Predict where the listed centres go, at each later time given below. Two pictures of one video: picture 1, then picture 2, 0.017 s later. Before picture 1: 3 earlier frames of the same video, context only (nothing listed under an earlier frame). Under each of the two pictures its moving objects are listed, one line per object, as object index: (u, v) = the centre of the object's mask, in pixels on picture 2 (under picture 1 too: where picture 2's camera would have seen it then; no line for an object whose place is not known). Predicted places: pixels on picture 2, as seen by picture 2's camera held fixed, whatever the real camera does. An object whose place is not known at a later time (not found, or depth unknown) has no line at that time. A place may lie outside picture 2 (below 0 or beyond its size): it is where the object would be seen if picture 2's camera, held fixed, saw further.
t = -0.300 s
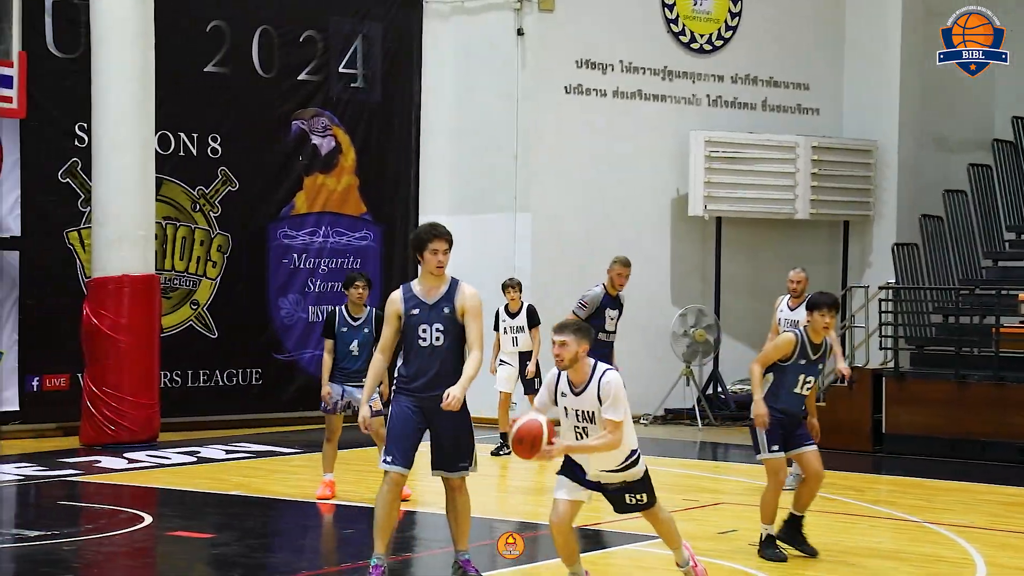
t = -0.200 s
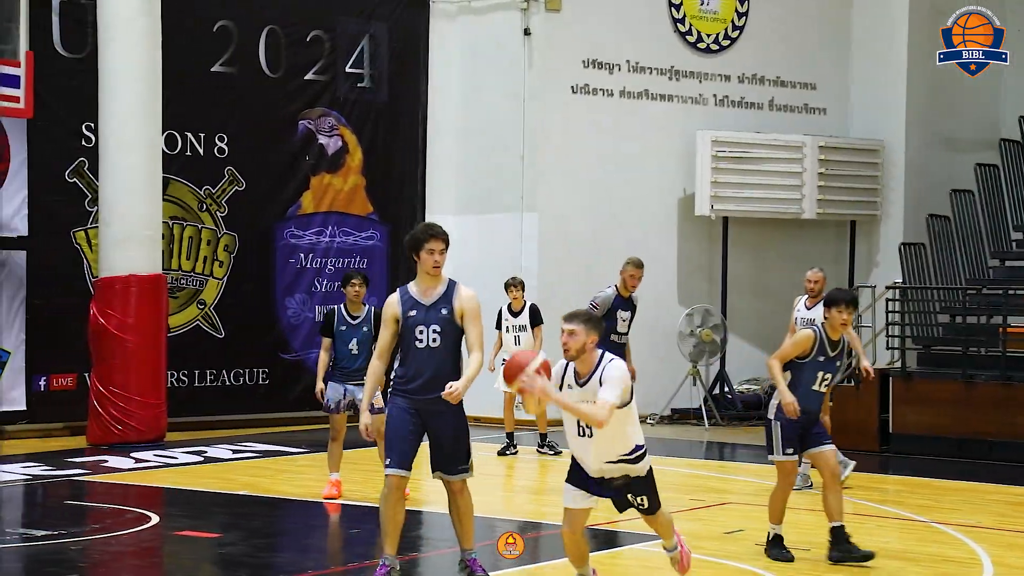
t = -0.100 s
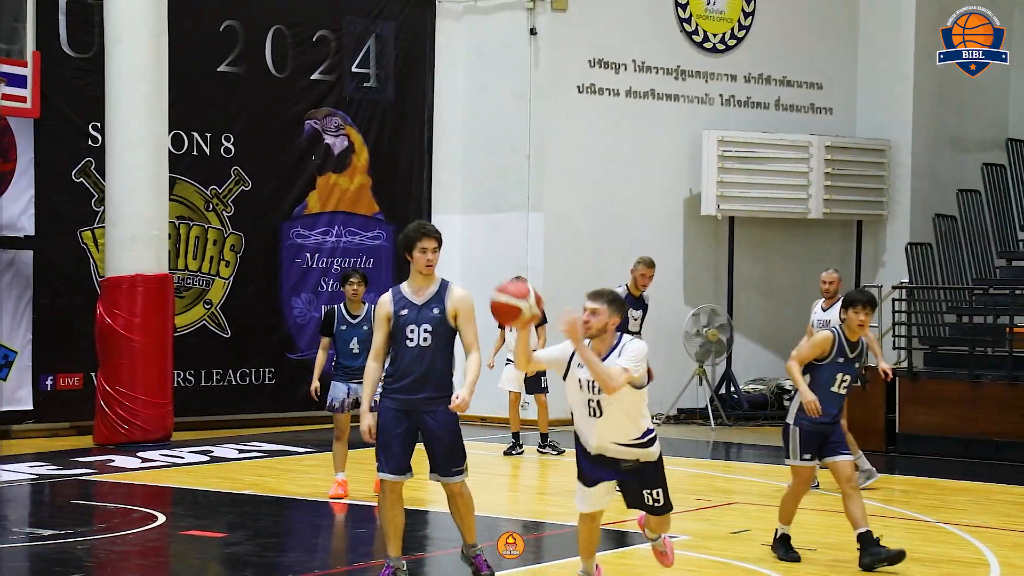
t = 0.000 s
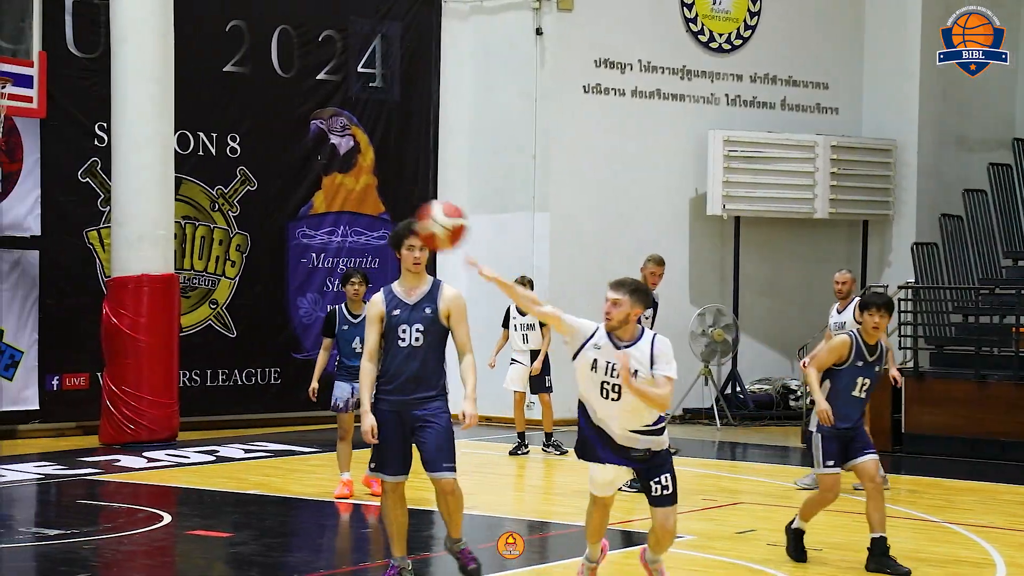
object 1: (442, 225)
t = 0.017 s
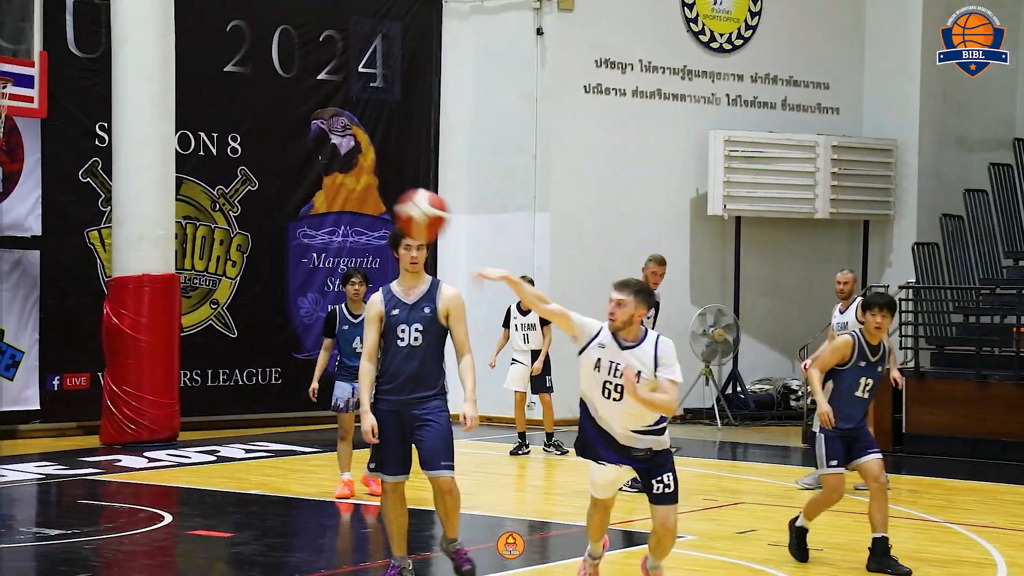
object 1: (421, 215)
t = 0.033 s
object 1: (404, 205)
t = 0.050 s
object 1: (383, 194)
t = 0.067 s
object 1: (361, 186)
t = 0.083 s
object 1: (338, 176)
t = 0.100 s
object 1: (316, 166)
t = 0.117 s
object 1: (296, 158)
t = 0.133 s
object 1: (274, 150)
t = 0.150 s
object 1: (252, 142)
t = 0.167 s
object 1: (230, 135)
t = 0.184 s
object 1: (205, 128)
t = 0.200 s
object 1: (185, 122)
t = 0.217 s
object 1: (160, 116)
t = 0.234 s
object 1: (132, 111)
